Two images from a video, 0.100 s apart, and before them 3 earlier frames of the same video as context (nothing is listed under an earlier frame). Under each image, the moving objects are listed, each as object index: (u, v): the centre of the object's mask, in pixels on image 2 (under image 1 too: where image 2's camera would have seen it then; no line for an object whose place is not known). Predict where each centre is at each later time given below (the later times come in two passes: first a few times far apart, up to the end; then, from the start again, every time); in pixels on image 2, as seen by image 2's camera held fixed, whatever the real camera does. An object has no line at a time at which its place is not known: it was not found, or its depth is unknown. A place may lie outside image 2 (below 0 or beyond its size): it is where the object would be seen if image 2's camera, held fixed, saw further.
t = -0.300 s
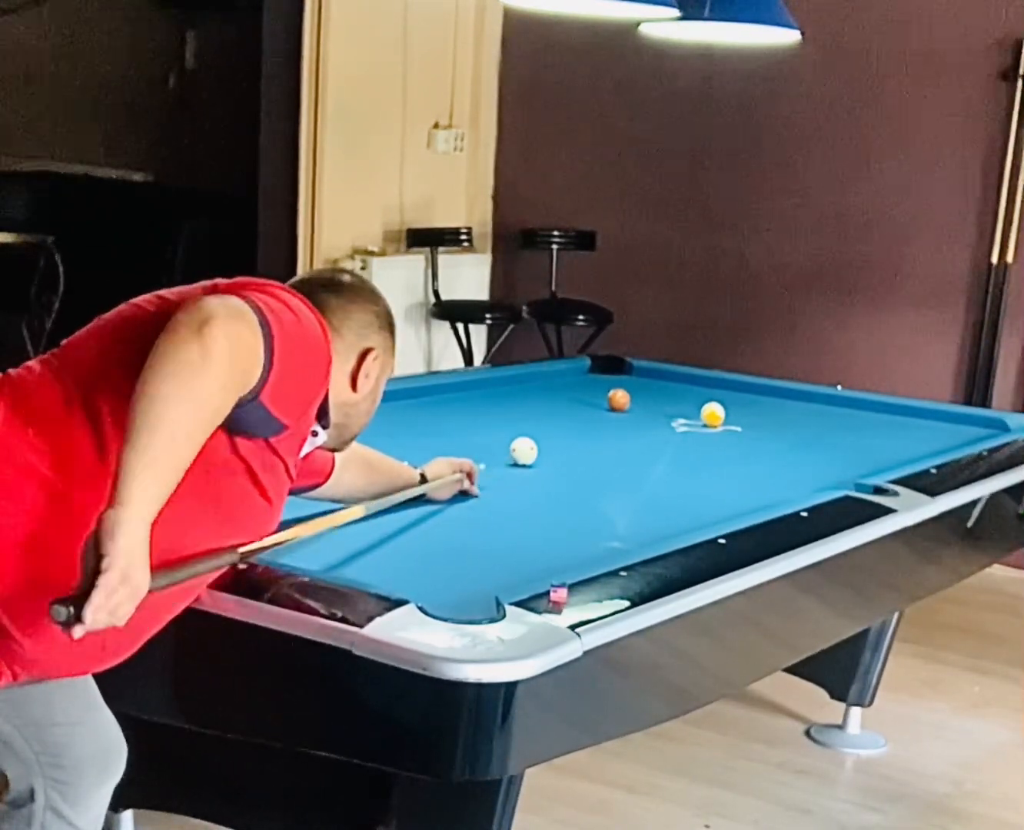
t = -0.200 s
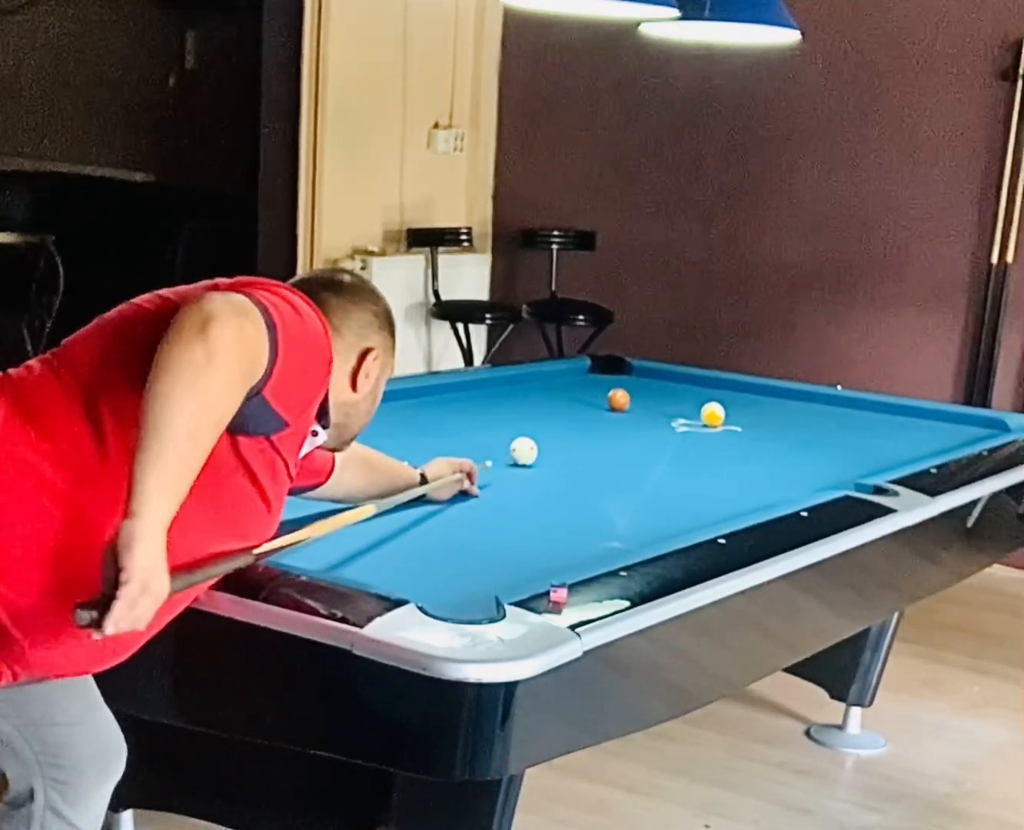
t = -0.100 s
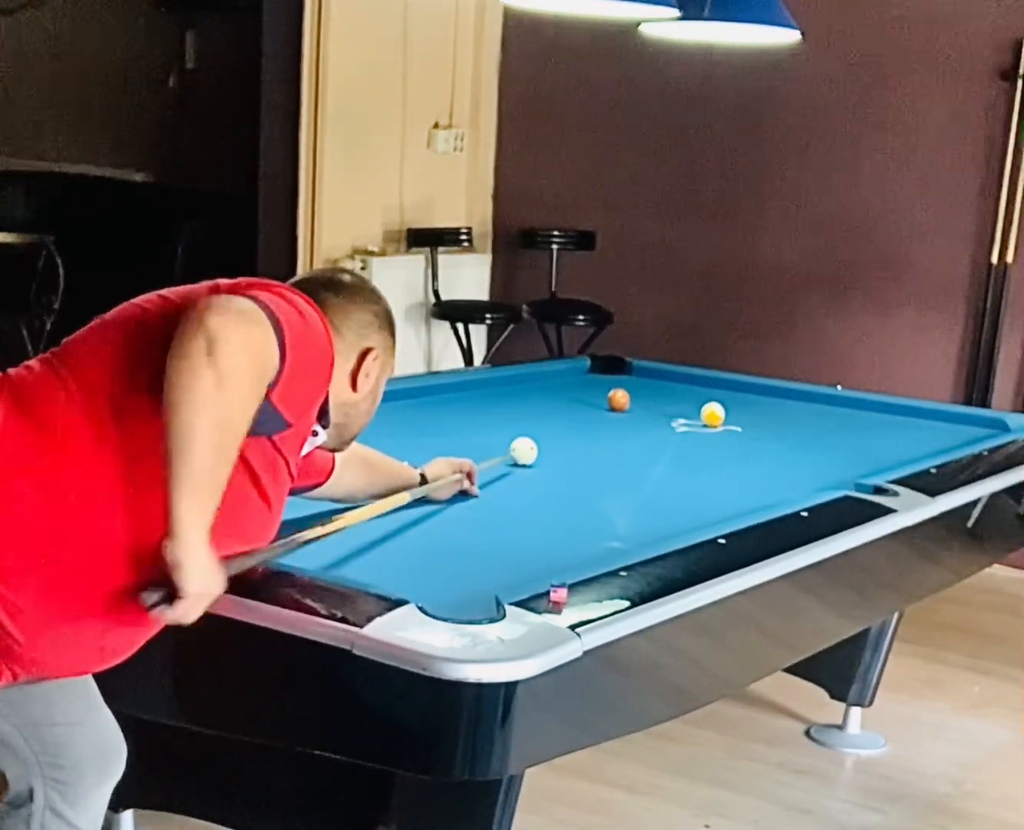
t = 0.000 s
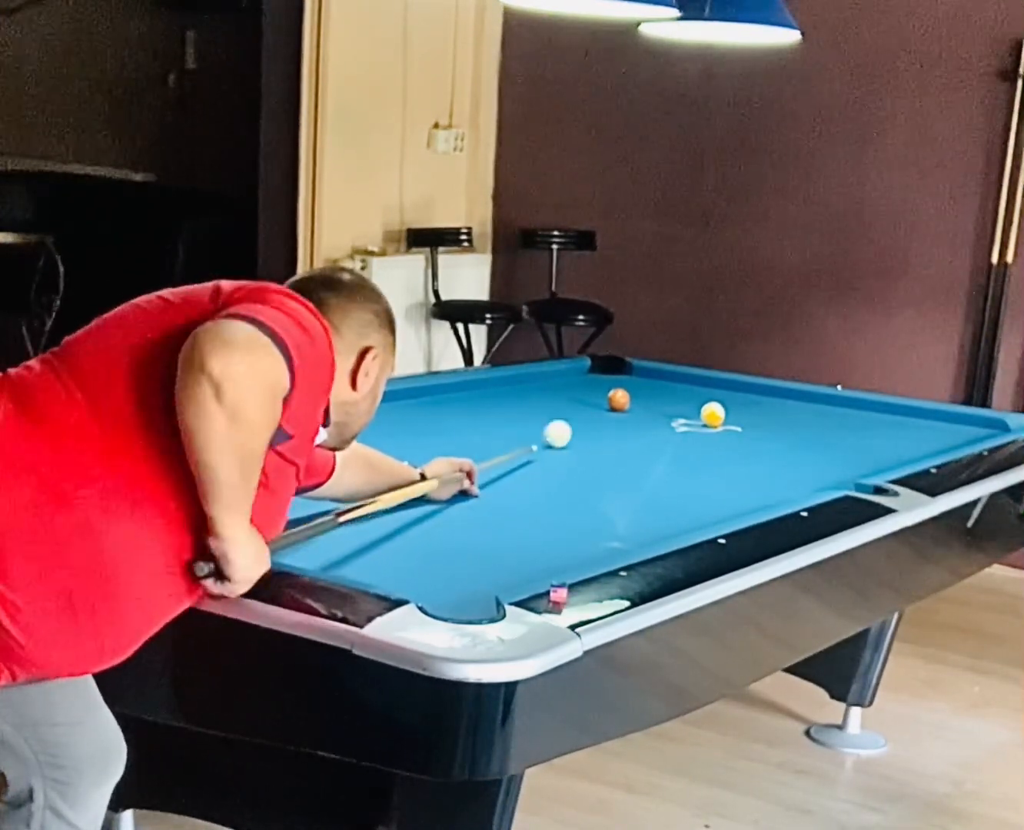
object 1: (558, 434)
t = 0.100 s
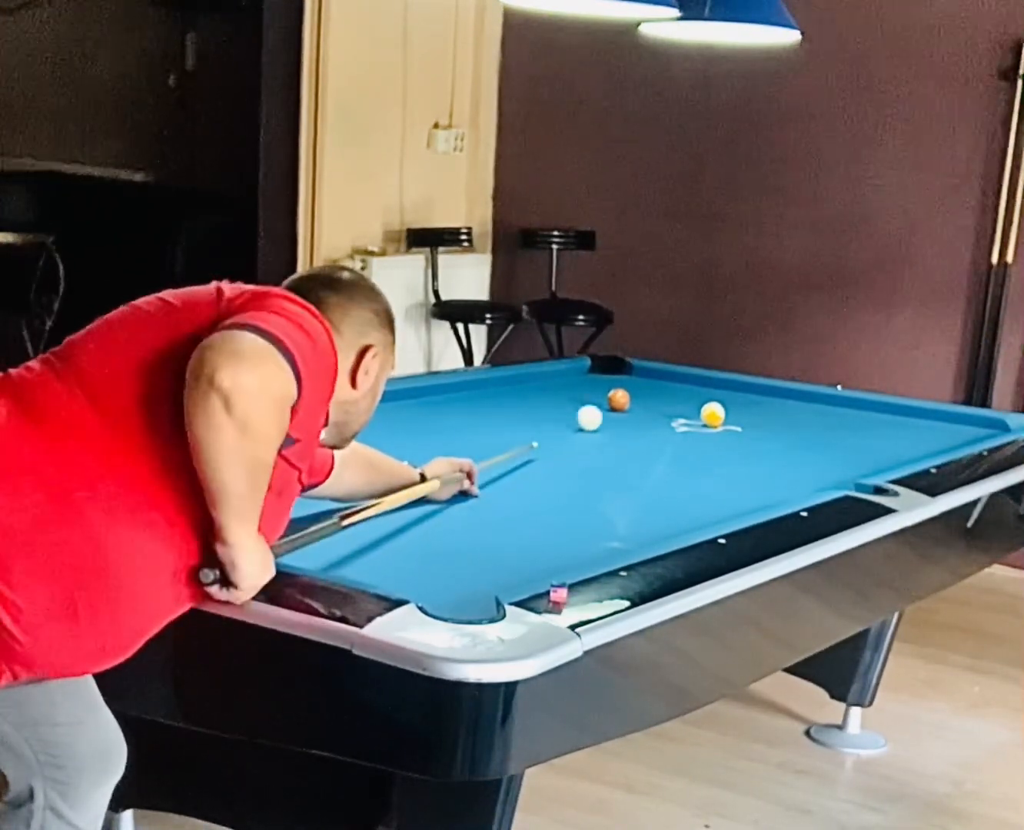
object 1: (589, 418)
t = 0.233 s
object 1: (623, 403)
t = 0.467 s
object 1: (678, 402)
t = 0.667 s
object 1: (723, 399)
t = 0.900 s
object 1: (771, 396)
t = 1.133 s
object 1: (806, 395)
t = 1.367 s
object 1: (802, 400)
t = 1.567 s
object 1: (799, 405)
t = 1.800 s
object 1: (796, 411)
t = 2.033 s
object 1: (792, 416)
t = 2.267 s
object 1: (789, 421)
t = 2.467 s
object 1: (786, 426)
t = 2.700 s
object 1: (783, 431)
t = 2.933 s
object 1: (779, 436)
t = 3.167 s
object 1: (776, 440)
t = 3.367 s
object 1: (774, 445)
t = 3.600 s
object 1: (771, 449)
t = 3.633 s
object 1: (770, 450)
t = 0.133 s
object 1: (599, 413)
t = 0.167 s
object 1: (607, 409)
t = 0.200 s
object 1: (615, 405)
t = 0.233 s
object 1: (623, 403)
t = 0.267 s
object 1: (632, 404)
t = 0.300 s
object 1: (639, 403)
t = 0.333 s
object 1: (647, 404)
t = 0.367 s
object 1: (655, 403)
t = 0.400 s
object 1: (663, 403)
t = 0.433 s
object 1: (671, 403)
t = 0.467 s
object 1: (678, 402)
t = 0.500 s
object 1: (686, 402)
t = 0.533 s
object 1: (693, 401)
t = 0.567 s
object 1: (700, 400)
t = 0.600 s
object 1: (708, 399)
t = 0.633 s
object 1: (716, 398)
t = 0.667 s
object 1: (723, 399)
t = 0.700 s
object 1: (730, 399)
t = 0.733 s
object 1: (736, 399)
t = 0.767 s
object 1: (744, 398)
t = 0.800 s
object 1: (750, 398)
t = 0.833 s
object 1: (757, 397)
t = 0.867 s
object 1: (764, 397)
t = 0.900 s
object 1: (771, 396)
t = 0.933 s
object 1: (777, 396)
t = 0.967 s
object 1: (783, 395)
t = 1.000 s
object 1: (790, 395)
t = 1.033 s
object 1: (796, 394)
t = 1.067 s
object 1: (802, 394)
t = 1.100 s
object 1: (806, 394)
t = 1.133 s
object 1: (806, 395)
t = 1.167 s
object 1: (805, 396)
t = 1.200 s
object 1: (805, 396)
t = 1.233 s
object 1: (804, 397)
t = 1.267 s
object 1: (804, 398)
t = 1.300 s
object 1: (803, 399)
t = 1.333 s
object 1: (803, 400)
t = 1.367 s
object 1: (802, 400)
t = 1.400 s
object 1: (802, 401)
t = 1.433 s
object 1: (801, 402)
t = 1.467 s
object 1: (801, 403)
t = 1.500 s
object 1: (800, 404)
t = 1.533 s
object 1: (800, 404)
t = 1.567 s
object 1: (799, 405)
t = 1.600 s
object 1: (799, 406)
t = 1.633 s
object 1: (798, 407)
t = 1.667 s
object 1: (798, 407)
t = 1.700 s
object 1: (797, 408)
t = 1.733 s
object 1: (797, 409)
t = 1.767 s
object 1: (796, 410)
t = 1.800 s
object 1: (796, 411)
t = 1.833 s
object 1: (795, 411)
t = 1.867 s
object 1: (795, 412)
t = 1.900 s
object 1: (794, 413)
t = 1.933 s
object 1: (794, 413)
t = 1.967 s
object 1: (793, 414)
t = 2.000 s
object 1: (793, 415)
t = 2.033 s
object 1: (792, 416)
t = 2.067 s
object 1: (792, 417)
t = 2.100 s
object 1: (791, 417)
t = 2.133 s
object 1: (791, 418)
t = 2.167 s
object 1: (790, 419)
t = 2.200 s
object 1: (790, 420)
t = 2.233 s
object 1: (790, 420)
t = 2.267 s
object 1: (789, 421)
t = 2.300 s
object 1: (788, 422)
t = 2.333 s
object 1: (788, 423)
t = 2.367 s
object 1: (788, 423)
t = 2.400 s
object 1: (787, 424)
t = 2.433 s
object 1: (786, 425)
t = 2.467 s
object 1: (786, 426)
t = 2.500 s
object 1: (786, 427)
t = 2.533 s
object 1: (785, 427)
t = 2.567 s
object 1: (785, 428)
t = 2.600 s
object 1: (784, 428)
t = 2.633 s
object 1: (784, 429)
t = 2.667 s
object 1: (783, 430)
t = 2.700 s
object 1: (783, 431)
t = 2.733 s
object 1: (782, 432)
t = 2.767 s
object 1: (782, 432)
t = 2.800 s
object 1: (782, 433)
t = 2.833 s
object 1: (781, 434)
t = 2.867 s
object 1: (780, 434)
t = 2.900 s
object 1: (780, 435)
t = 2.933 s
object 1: (779, 436)
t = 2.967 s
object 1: (779, 437)
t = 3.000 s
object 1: (778, 437)
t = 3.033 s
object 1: (778, 438)
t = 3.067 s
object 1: (777, 438)
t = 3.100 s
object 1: (777, 439)
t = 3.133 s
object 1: (776, 440)
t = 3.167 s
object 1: (776, 440)
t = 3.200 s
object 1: (776, 441)
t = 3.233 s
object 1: (775, 442)
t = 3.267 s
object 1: (775, 442)
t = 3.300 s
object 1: (774, 443)
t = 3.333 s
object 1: (774, 444)
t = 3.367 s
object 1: (774, 445)
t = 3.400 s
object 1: (773, 445)
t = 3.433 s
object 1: (773, 446)
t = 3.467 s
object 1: (772, 447)
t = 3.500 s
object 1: (772, 447)
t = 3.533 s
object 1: (772, 448)
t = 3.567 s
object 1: (771, 449)
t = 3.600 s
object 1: (771, 449)
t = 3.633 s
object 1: (770, 450)
